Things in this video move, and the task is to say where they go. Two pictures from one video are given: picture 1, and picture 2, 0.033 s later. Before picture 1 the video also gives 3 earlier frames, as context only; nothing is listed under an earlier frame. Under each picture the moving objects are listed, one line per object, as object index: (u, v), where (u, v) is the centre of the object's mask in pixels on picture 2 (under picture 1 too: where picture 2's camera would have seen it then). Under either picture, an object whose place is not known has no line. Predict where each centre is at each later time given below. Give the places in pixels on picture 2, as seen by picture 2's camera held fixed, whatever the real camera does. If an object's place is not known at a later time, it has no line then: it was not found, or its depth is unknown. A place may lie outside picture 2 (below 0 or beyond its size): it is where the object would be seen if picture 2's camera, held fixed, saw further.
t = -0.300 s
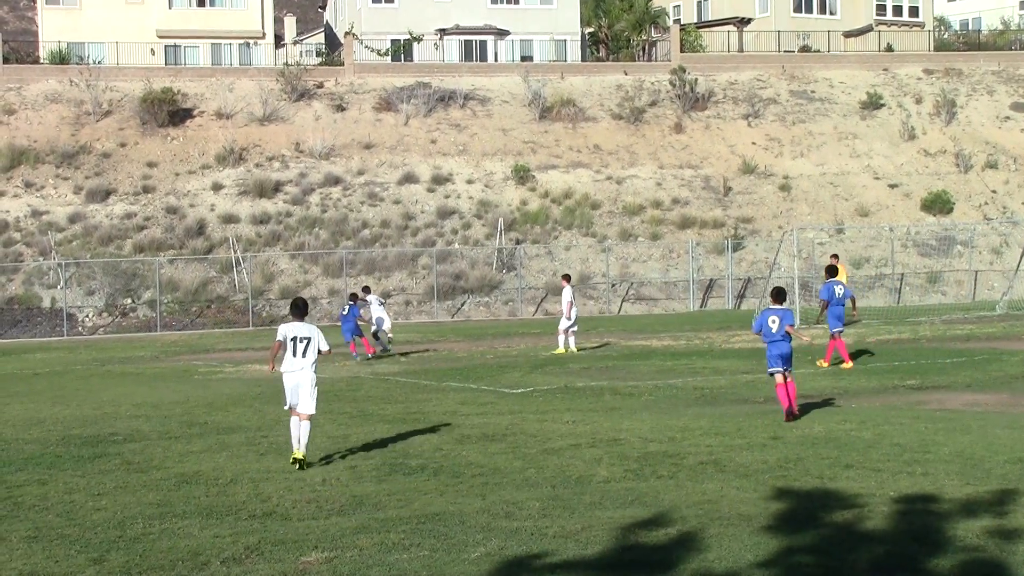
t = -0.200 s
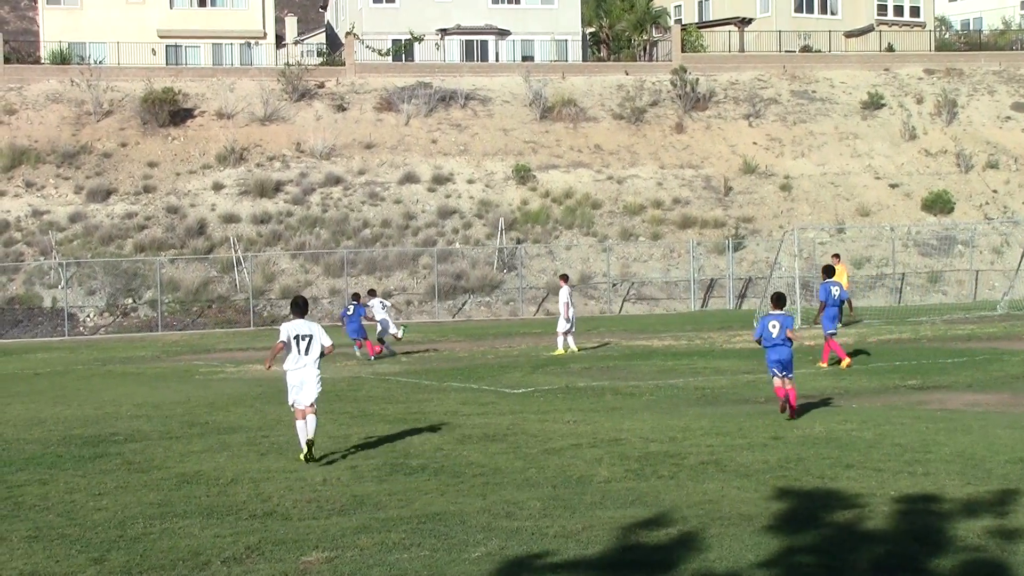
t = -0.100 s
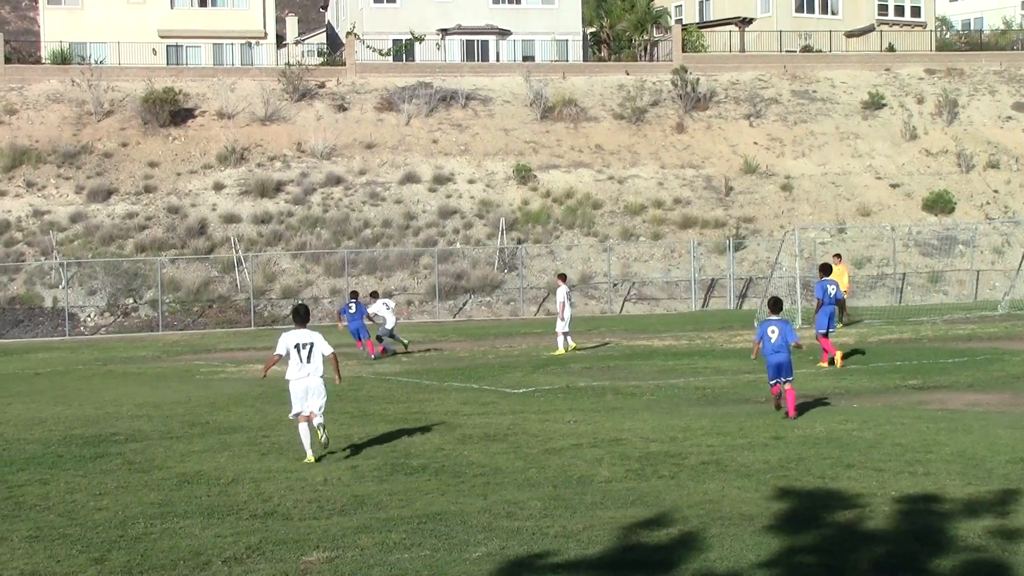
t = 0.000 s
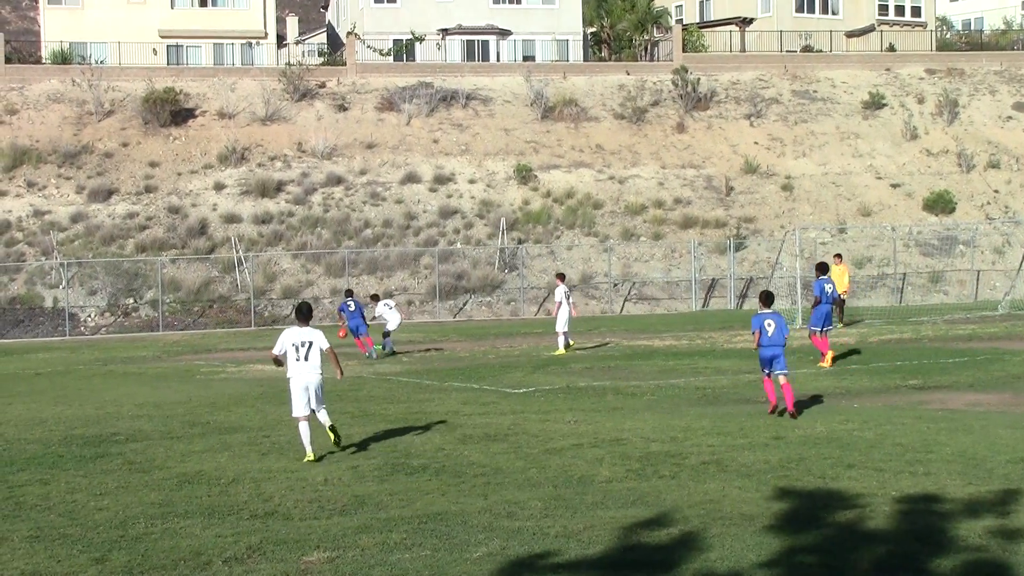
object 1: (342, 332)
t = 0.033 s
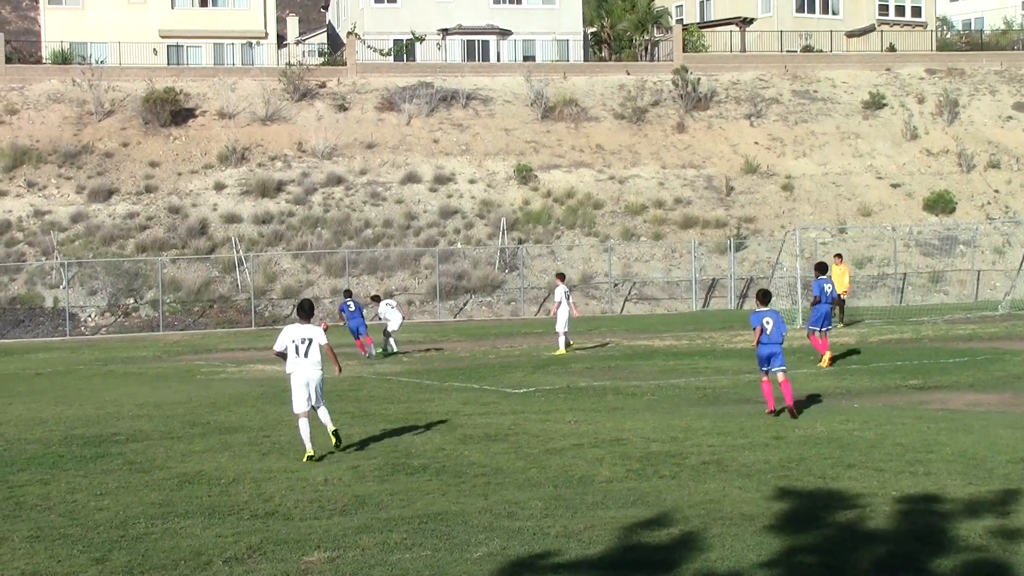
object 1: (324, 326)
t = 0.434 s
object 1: (96, 284)
